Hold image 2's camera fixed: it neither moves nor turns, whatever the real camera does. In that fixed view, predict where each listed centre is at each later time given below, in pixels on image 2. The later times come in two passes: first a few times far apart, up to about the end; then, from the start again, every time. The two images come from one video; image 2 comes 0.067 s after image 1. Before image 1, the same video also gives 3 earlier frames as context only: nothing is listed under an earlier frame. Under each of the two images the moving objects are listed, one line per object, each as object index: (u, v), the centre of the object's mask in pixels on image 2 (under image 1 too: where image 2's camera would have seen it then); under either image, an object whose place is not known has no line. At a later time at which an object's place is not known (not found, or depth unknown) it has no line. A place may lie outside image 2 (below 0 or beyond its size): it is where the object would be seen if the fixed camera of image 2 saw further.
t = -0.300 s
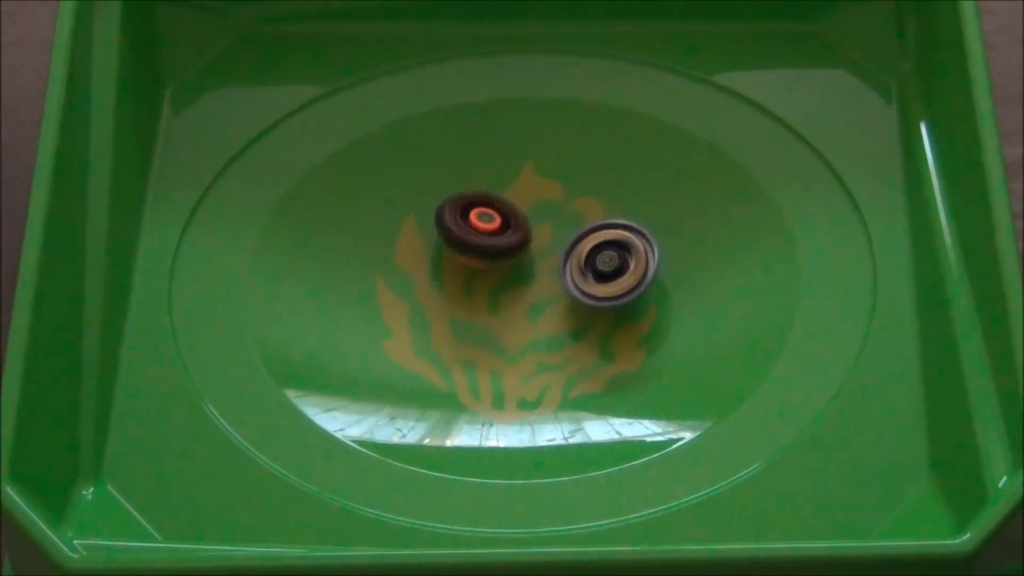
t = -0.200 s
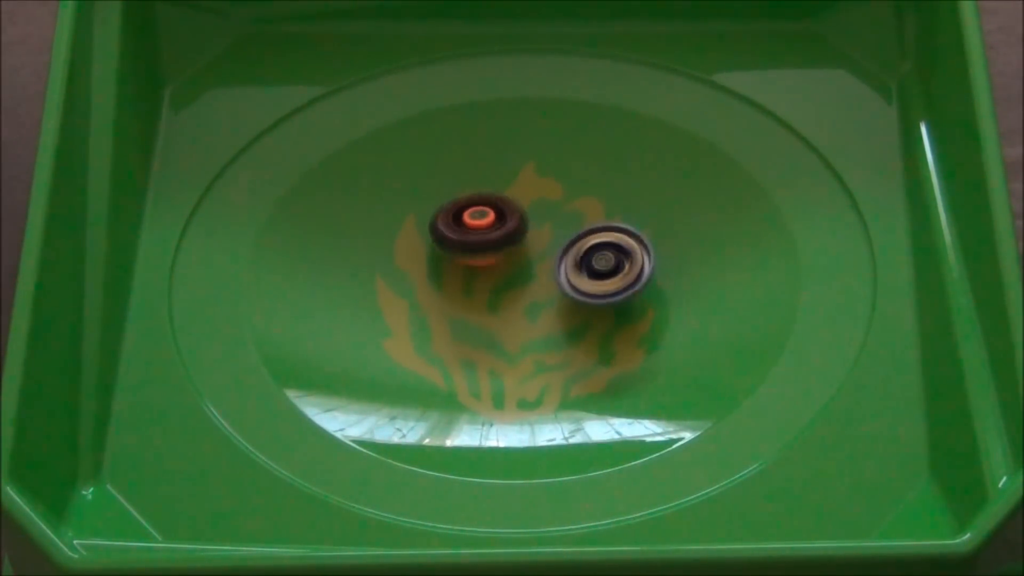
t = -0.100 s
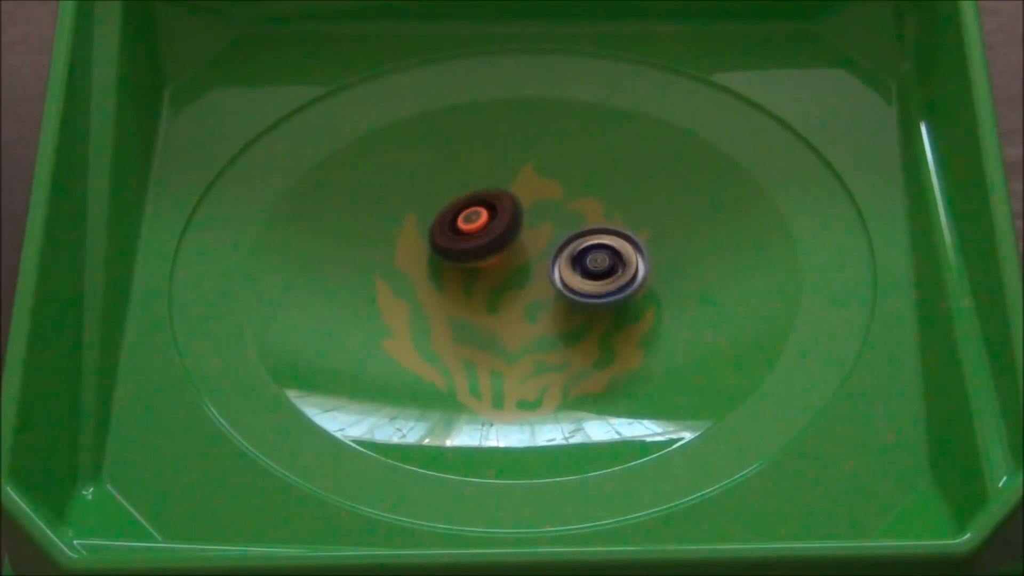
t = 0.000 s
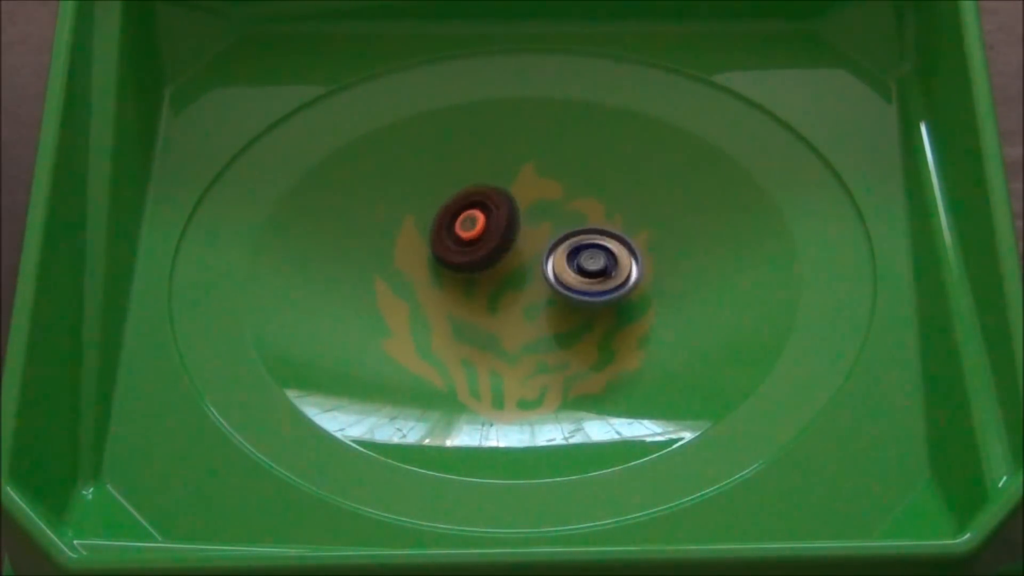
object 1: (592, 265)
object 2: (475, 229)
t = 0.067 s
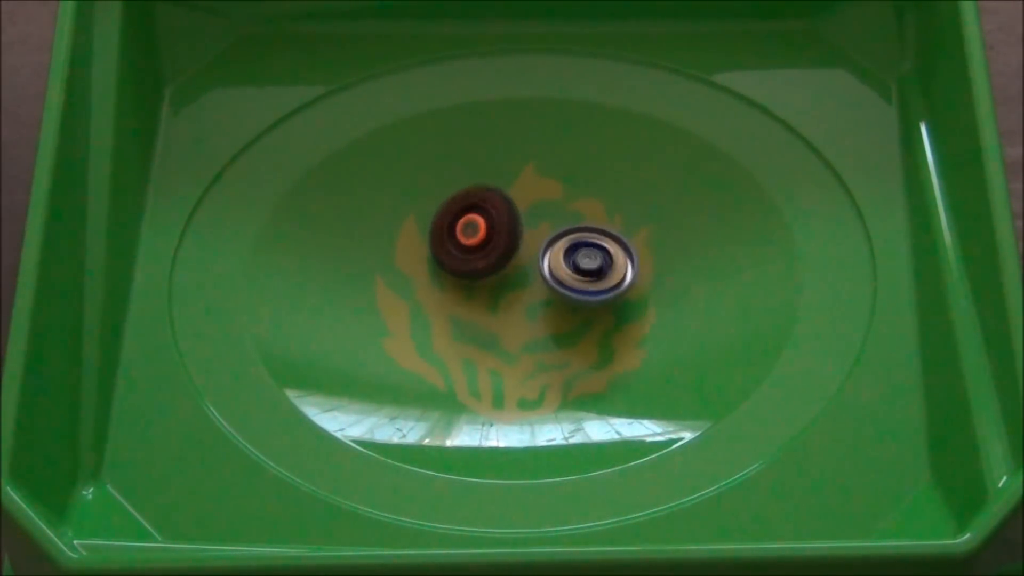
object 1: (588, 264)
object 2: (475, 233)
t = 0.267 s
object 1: (583, 256)
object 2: (484, 235)
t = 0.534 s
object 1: (587, 247)
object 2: (486, 228)
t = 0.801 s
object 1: (590, 248)
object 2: (485, 226)
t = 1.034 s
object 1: (599, 258)
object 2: (475, 232)
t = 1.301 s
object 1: (586, 263)
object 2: (471, 257)
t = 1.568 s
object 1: (620, 258)
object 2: (460, 291)
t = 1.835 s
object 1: (607, 251)
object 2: (458, 293)
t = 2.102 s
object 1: (596, 249)
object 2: (470, 293)
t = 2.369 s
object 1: (581, 242)
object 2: (487, 288)
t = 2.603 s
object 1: (577, 237)
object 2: (487, 281)
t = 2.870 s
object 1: (589, 239)
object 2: (474, 285)
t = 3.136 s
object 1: (591, 244)
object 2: (485, 289)
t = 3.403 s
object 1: (580, 245)
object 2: (485, 297)
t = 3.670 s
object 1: (571, 236)
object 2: (493, 296)
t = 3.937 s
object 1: (584, 227)
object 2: (479, 317)
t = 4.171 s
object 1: (577, 233)
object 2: (489, 314)
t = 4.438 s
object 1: (558, 227)
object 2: (486, 319)
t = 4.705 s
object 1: (547, 213)
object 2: (497, 327)
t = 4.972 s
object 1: (546, 213)
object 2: (501, 317)
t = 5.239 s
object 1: (543, 219)
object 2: (501, 305)
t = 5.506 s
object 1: (542, 216)
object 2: (492, 298)
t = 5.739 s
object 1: (548, 211)
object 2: (483, 316)
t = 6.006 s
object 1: (542, 214)
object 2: (487, 312)
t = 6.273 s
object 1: (526, 219)
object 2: (489, 305)
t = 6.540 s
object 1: (518, 194)
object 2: (503, 322)
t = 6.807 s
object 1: (507, 211)
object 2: (497, 297)
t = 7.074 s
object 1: (500, 214)
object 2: (423, 349)
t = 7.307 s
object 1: (494, 214)
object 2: (438, 340)
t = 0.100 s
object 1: (585, 263)
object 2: (477, 234)
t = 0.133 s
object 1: (584, 262)
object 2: (479, 236)
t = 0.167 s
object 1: (581, 260)
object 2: (481, 237)
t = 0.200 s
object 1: (580, 258)
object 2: (484, 237)
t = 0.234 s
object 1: (580, 257)
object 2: (485, 237)
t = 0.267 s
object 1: (583, 256)
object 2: (484, 235)
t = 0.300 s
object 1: (583, 256)
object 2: (483, 234)
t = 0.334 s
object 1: (584, 254)
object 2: (485, 233)
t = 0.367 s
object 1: (584, 252)
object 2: (486, 232)
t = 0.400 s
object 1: (585, 251)
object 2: (488, 230)
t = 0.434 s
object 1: (585, 250)
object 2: (488, 228)
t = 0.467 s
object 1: (586, 249)
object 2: (488, 226)
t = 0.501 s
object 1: (586, 248)
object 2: (487, 228)
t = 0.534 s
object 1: (587, 247)
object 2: (486, 228)
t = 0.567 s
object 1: (587, 247)
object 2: (486, 228)
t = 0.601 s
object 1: (589, 246)
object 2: (487, 228)
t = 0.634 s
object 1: (590, 246)
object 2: (486, 228)
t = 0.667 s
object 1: (590, 246)
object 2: (487, 227)
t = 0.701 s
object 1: (590, 247)
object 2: (486, 226)
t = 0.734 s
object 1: (591, 247)
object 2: (487, 225)
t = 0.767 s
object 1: (591, 247)
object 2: (485, 226)
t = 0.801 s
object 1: (590, 248)
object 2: (485, 226)
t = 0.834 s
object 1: (590, 249)
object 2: (485, 227)
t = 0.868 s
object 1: (589, 249)
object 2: (484, 228)
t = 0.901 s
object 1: (588, 250)
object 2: (485, 230)
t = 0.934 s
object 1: (587, 251)
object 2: (486, 231)
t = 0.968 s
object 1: (591, 253)
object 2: (485, 232)
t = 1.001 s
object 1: (597, 255)
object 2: (479, 232)
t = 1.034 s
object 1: (599, 258)
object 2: (475, 232)
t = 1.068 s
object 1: (598, 260)
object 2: (471, 233)
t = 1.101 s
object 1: (597, 261)
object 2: (469, 235)
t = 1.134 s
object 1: (595, 262)
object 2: (469, 237)
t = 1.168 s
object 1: (593, 262)
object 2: (468, 241)
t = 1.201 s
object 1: (592, 263)
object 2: (468, 244)
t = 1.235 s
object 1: (590, 263)
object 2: (468, 248)
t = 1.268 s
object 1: (588, 263)
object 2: (469, 252)
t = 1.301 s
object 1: (586, 263)
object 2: (471, 257)
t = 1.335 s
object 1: (583, 262)
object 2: (473, 261)
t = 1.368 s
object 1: (582, 262)
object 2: (476, 267)
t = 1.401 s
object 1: (580, 262)
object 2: (481, 271)
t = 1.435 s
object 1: (593, 259)
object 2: (471, 275)
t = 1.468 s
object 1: (606, 258)
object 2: (464, 280)
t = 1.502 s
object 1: (613, 258)
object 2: (461, 285)
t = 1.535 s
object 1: (619, 258)
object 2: (460, 288)
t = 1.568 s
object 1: (620, 258)
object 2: (460, 291)
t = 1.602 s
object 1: (619, 257)
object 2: (460, 292)
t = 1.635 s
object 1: (617, 257)
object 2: (460, 293)
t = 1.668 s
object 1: (615, 255)
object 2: (459, 293)
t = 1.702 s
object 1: (614, 254)
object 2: (459, 293)
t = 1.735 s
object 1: (612, 252)
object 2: (458, 294)
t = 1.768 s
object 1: (610, 252)
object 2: (458, 292)
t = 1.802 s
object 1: (609, 250)
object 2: (458, 293)
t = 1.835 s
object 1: (607, 251)
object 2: (458, 293)
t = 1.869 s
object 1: (606, 250)
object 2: (459, 293)
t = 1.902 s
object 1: (605, 250)
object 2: (460, 294)
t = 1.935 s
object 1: (603, 250)
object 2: (461, 294)
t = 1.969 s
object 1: (602, 250)
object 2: (463, 295)
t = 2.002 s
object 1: (600, 250)
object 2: (465, 294)
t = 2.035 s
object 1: (599, 249)
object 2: (467, 295)
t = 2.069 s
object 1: (597, 249)
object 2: (469, 294)
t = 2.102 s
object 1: (596, 249)
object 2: (470, 293)
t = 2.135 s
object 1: (594, 248)
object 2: (472, 292)
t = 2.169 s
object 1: (593, 247)
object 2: (474, 291)
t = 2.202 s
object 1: (590, 247)
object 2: (475, 291)
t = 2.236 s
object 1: (589, 246)
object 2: (476, 293)
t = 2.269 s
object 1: (587, 246)
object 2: (479, 293)
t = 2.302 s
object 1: (585, 244)
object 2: (482, 293)
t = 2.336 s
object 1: (583, 243)
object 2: (484, 291)
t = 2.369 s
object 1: (581, 242)
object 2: (487, 288)
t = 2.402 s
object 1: (581, 241)
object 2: (488, 286)
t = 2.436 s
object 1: (581, 240)
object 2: (488, 284)
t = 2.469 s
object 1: (581, 240)
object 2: (487, 283)
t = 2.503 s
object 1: (580, 240)
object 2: (487, 283)
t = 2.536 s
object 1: (579, 239)
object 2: (487, 282)
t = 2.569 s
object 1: (578, 238)
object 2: (487, 281)
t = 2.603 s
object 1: (577, 237)
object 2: (487, 281)
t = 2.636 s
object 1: (584, 239)
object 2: (480, 280)
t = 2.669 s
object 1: (587, 239)
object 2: (475, 281)
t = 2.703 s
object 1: (587, 240)
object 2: (472, 281)
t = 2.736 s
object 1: (588, 239)
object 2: (472, 281)
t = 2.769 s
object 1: (588, 239)
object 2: (472, 282)
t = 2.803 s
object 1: (589, 239)
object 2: (472, 283)
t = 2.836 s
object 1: (589, 239)
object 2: (473, 284)
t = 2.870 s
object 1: (589, 239)
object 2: (474, 285)
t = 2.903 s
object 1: (589, 240)
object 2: (476, 285)
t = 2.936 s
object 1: (588, 241)
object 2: (477, 286)
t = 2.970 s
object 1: (588, 242)
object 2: (480, 287)
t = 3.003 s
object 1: (587, 243)
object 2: (482, 291)
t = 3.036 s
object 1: (586, 244)
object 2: (485, 290)
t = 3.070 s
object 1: (585, 245)
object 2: (489, 291)
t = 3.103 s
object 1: (587, 244)
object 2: (487, 288)
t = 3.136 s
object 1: (591, 244)
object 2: (485, 289)
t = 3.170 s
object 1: (592, 245)
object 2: (483, 291)
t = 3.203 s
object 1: (590, 247)
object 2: (481, 293)
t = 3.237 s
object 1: (588, 247)
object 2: (481, 294)
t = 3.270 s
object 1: (586, 247)
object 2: (481, 295)
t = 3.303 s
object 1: (584, 247)
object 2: (482, 296)
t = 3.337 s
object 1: (583, 246)
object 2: (482, 297)
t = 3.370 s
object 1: (581, 246)
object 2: (484, 298)
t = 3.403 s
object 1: (580, 245)
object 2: (485, 297)
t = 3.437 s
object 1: (578, 244)
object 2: (487, 298)
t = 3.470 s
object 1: (577, 243)
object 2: (488, 297)
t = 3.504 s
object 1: (575, 242)
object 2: (489, 296)
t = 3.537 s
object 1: (574, 241)
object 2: (490, 295)
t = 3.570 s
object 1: (573, 240)
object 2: (491, 294)
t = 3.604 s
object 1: (572, 239)
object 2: (492, 294)
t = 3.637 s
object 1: (571, 238)
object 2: (493, 296)
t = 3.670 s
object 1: (571, 236)
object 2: (493, 296)
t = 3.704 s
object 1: (578, 231)
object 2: (490, 302)
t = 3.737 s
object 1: (583, 226)
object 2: (487, 307)
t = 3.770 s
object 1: (586, 226)
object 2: (484, 306)
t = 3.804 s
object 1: (586, 227)
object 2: (483, 309)
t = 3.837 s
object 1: (586, 227)
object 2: (481, 312)
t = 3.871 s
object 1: (586, 228)
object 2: (480, 313)
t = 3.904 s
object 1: (584, 227)
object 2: (479, 314)
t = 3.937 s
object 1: (584, 227)
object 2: (479, 317)
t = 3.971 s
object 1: (582, 227)
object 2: (479, 316)
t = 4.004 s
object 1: (582, 227)
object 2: (480, 317)
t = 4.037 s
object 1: (581, 229)
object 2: (483, 318)
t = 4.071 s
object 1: (581, 228)
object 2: (484, 317)
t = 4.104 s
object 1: (580, 230)
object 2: (486, 317)
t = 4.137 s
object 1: (578, 231)
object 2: (488, 315)
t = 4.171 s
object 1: (577, 233)
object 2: (489, 314)
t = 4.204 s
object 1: (575, 235)
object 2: (490, 312)
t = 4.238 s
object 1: (572, 236)
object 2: (491, 310)
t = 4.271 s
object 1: (569, 238)
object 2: (492, 309)
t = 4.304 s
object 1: (565, 239)
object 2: (493, 308)
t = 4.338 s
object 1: (560, 240)
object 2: (492, 307)
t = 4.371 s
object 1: (559, 236)
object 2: (492, 310)
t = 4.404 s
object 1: (558, 231)
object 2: (488, 315)
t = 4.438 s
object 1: (558, 227)
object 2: (486, 319)
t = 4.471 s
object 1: (556, 225)
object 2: (485, 323)
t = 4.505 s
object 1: (553, 223)
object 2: (486, 326)
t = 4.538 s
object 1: (552, 220)
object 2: (488, 329)
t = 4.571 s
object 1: (549, 219)
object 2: (489, 330)
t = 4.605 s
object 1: (548, 216)
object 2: (491, 330)
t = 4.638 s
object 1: (548, 215)
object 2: (493, 330)
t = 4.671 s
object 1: (547, 214)
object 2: (496, 329)
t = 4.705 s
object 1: (547, 213)
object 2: (497, 327)
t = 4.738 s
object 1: (547, 212)
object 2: (498, 326)
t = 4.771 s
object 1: (547, 211)
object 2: (500, 322)
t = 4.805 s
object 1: (547, 211)
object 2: (500, 321)
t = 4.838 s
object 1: (547, 211)
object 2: (500, 321)
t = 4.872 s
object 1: (547, 211)
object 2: (499, 320)
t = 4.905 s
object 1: (546, 211)
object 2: (499, 318)
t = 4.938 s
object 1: (547, 212)
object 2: (501, 316)
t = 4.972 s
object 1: (546, 213)
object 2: (501, 317)
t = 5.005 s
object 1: (546, 213)
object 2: (503, 314)
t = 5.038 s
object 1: (546, 214)
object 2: (505, 312)
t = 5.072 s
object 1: (546, 215)
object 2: (505, 311)
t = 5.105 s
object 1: (545, 216)
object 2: (505, 310)
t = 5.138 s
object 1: (543, 217)
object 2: (504, 308)
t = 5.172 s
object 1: (543, 219)
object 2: (504, 306)
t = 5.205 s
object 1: (541, 221)
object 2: (504, 307)
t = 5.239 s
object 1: (543, 219)
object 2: (501, 305)
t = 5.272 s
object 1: (544, 216)
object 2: (498, 308)
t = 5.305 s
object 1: (545, 215)
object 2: (498, 308)
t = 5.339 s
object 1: (546, 216)
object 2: (497, 305)
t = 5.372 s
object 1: (545, 217)
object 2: (496, 304)
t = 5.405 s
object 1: (544, 217)
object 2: (495, 300)
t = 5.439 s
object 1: (543, 217)
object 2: (493, 299)
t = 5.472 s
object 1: (542, 216)
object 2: (492, 299)
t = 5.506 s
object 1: (542, 216)
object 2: (492, 298)
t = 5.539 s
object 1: (540, 216)
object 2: (491, 299)
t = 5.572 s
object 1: (544, 212)
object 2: (486, 303)
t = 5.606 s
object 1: (547, 208)
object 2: (483, 309)
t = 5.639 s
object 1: (550, 208)
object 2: (482, 314)
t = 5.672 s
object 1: (550, 209)
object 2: (482, 316)
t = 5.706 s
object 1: (549, 210)
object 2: (483, 317)
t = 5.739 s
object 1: (548, 211)
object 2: (483, 316)
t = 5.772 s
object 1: (547, 211)
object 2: (483, 315)
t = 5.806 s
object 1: (546, 211)
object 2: (485, 314)
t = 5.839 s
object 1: (546, 212)
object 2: (485, 315)
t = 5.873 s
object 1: (544, 212)
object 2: (484, 316)
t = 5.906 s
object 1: (544, 211)
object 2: (483, 316)
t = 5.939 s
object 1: (544, 213)
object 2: (483, 315)
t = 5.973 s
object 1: (543, 213)
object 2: (484, 314)
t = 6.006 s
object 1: (542, 214)
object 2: (487, 312)
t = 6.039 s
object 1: (541, 216)
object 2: (488, 313)
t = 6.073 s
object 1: (540, 216)
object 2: (488, 311)
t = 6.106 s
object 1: (539, 218)
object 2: (489, 309)
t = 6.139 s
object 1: (536, 219)
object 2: (490, 307)
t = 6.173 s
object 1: (534, 219)
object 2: (490, 307)
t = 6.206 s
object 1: (531, 220)
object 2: (490, 307)
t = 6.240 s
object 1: (528, 220)
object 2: (490, 306)
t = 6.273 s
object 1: (526, 219)
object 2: (489, 305)
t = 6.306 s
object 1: (527, 213)
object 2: (487, 309)
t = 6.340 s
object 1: (526, 207)
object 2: (486, 313)
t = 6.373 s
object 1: (524, 202)
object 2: (487, 316)
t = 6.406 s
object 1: (524, 198)
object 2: (489, 318)
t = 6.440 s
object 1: (522, 195)
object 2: (491, 323)
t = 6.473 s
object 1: (520, 193)
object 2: (495, 324)
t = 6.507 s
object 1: (519, 192)
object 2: (499, 324)
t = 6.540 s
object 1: (518, 194)
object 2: (503, 322)
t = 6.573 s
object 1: (516, 196)
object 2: (505, 319)
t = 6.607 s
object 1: (514, 199)
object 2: (507, 317)
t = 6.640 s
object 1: (511, 203)
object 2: (508, 314)
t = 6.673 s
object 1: (508, 205)
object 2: (509, 310)
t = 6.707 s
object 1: (506, 207)
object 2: (508, 305)
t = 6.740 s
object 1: (505, 209)
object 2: (505, 302)
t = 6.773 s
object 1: (506, 210)
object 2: (501, 299)
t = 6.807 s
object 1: (507, 211)
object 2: (497, 297)
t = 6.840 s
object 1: (507, 213)
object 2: (492, 297)
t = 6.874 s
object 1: (505, 212)
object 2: (484, 305)
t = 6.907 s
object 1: (505, 211)
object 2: (473, 316)
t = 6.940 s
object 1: (504, 212)
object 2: (460, 326)
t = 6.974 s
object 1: (502, 212)
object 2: (448, 335)
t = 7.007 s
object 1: (503, 213)
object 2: (437, 340)
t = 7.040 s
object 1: (502, 214)
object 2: (429, 345)
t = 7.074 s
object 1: (500, 214)
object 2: (423, 349)
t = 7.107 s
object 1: (499, 214)
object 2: (420, 351)
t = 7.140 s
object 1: (497, 214)
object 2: (420, 352)
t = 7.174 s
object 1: (496, 214)
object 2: (420, 352)
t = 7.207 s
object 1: (496, 213)
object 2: (422, 351)
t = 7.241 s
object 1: (494, 214)
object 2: (425, 349)
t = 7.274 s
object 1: (494, 214)
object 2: (431, 346)
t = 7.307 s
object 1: (494, 214)
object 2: (438, 340)
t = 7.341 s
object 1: (492, 216)
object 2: (447, 335)
